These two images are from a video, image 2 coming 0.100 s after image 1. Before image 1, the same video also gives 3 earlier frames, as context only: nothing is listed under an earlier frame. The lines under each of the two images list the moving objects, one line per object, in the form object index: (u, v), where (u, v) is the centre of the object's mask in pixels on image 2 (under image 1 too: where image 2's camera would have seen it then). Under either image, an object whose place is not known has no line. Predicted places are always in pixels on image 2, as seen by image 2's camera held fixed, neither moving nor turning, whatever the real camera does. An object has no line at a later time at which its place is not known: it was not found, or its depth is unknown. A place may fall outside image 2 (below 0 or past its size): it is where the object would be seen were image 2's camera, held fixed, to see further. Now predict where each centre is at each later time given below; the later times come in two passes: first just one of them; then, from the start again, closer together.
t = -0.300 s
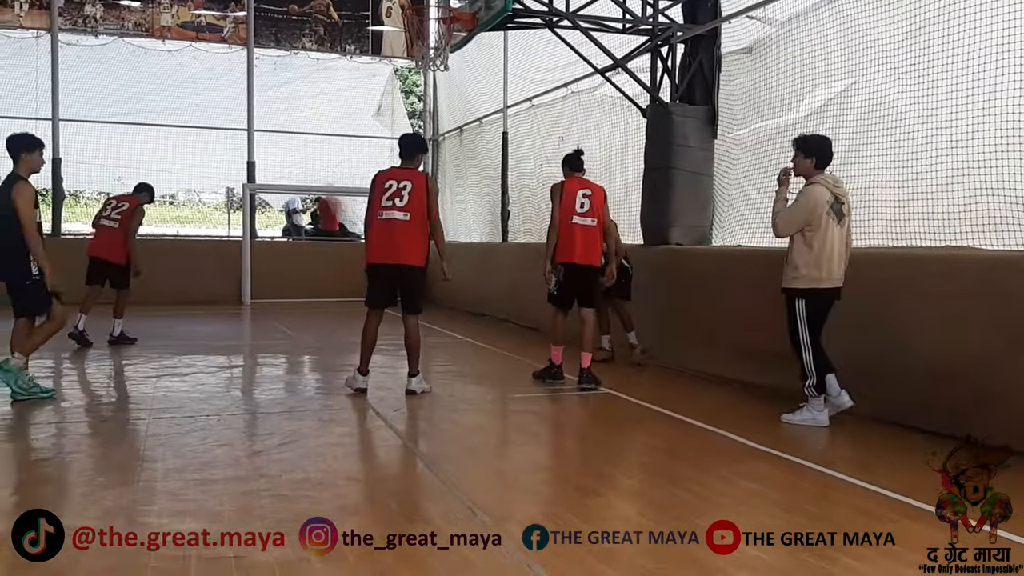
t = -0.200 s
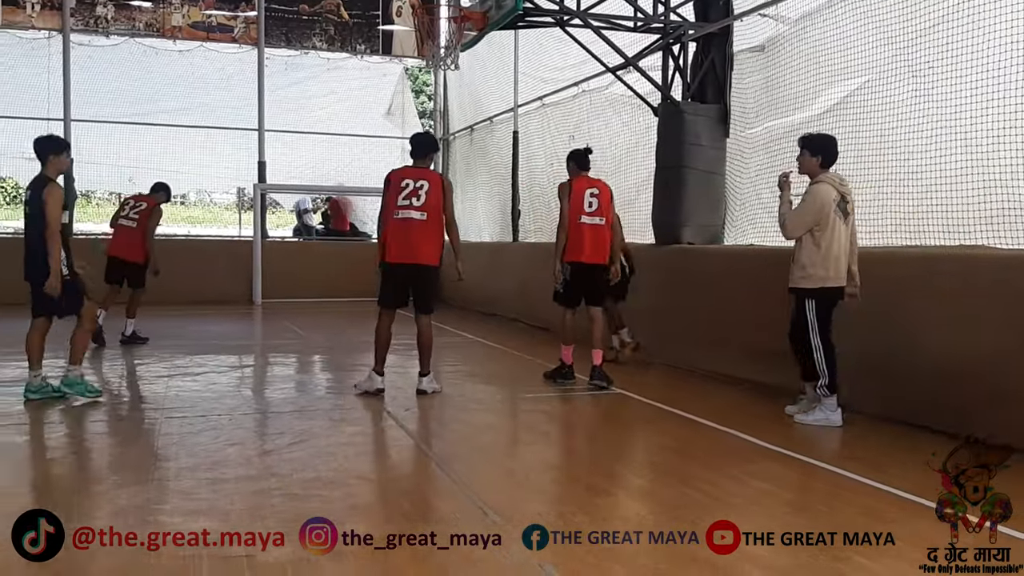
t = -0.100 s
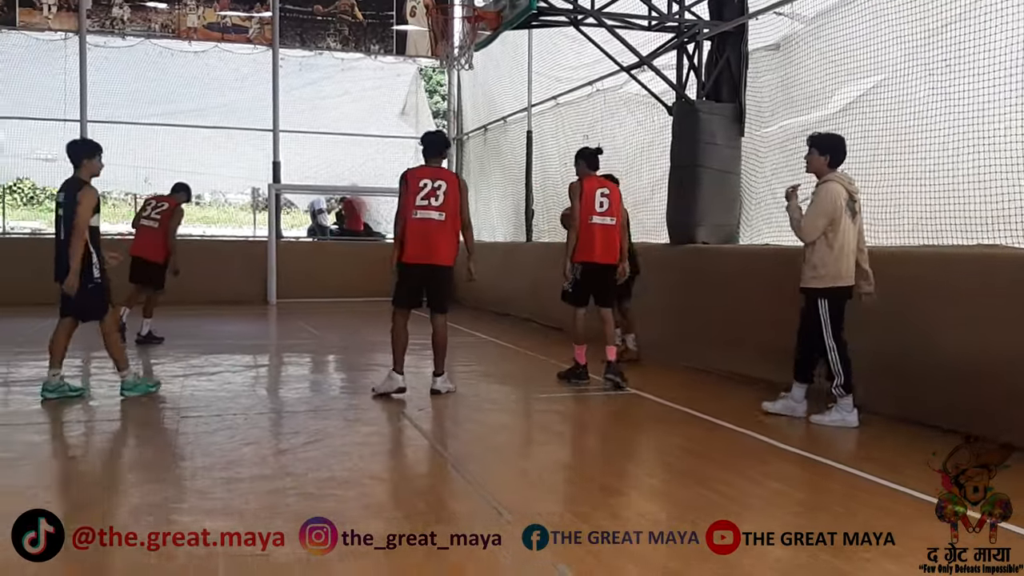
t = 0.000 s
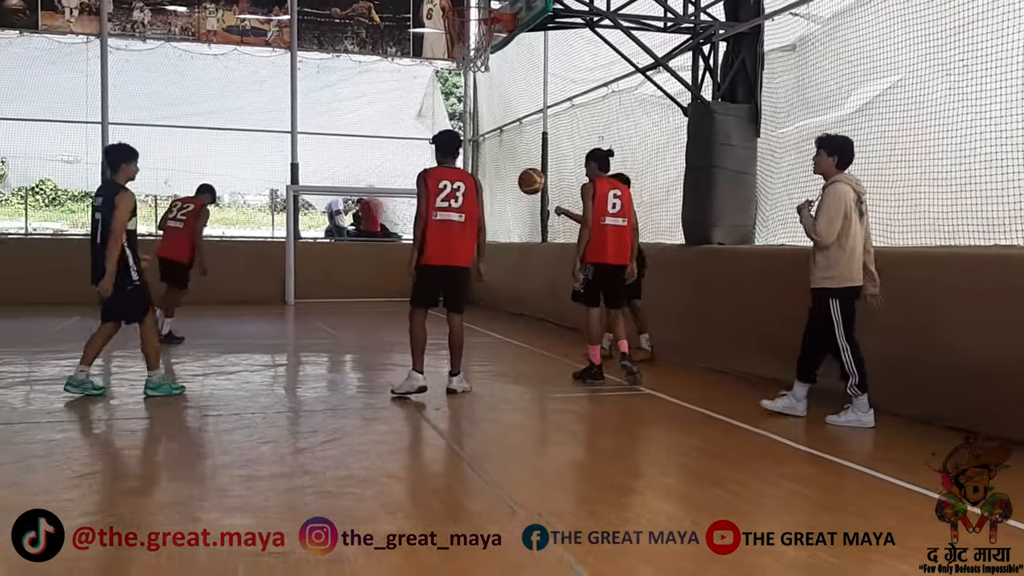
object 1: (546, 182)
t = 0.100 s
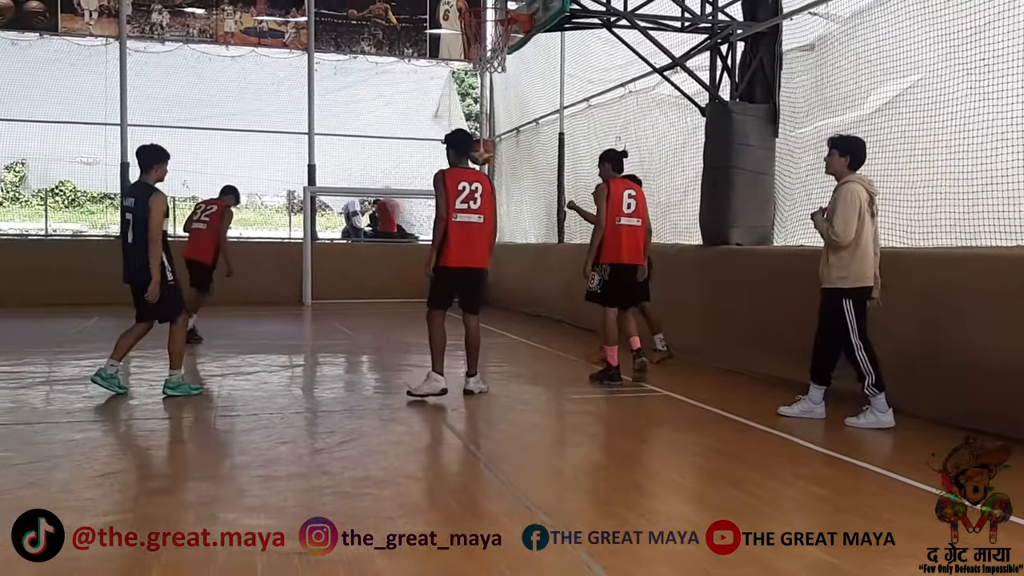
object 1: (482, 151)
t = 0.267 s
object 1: (369, 123)
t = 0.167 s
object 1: (434, 136)
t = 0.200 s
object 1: (414, 131)
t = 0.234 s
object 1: (392, 127)
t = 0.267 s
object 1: (369, 123)
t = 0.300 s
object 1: (347, 121)
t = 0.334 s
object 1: (325, 120)
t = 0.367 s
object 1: (303, 120)
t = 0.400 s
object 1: (281, 122)
